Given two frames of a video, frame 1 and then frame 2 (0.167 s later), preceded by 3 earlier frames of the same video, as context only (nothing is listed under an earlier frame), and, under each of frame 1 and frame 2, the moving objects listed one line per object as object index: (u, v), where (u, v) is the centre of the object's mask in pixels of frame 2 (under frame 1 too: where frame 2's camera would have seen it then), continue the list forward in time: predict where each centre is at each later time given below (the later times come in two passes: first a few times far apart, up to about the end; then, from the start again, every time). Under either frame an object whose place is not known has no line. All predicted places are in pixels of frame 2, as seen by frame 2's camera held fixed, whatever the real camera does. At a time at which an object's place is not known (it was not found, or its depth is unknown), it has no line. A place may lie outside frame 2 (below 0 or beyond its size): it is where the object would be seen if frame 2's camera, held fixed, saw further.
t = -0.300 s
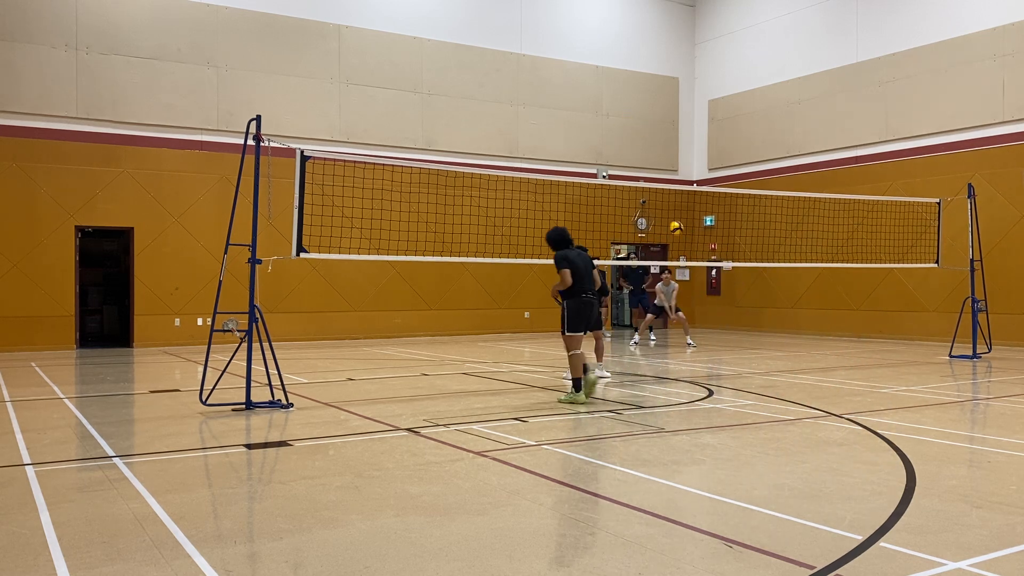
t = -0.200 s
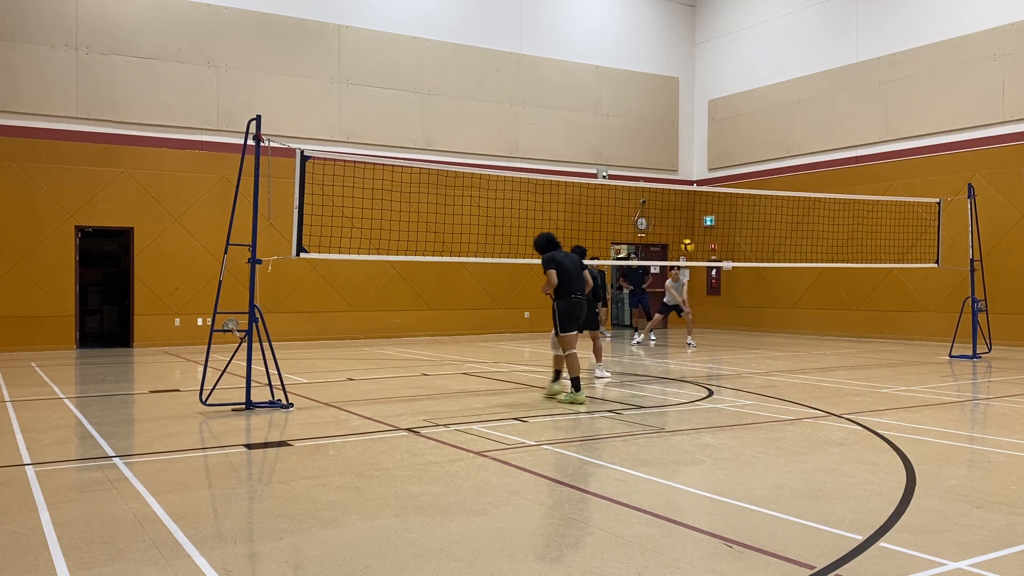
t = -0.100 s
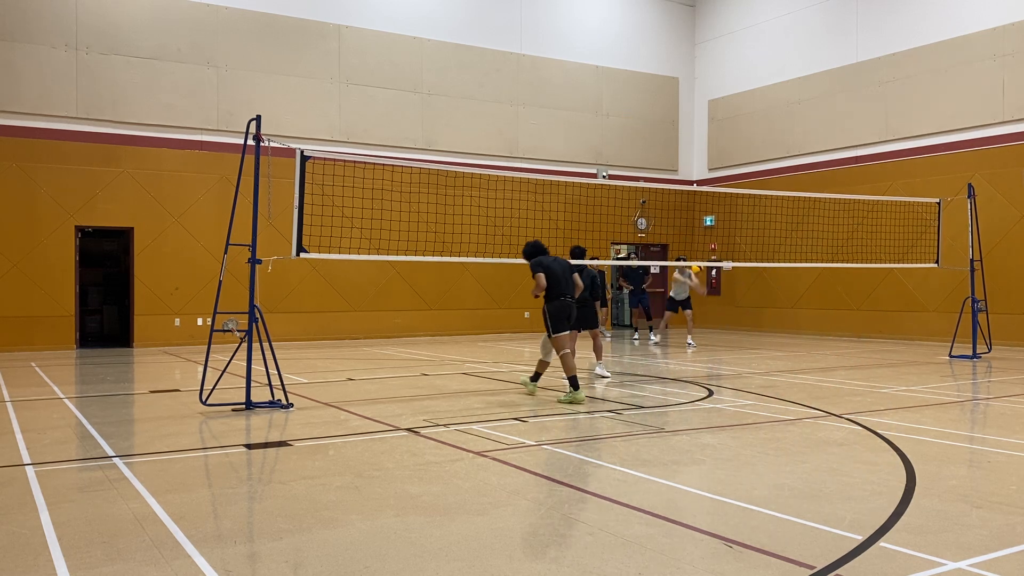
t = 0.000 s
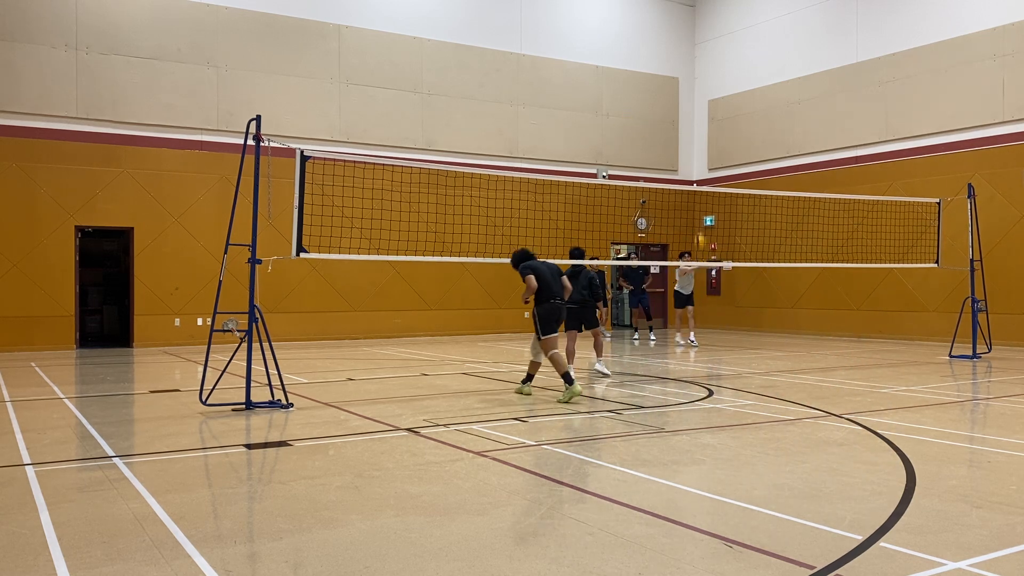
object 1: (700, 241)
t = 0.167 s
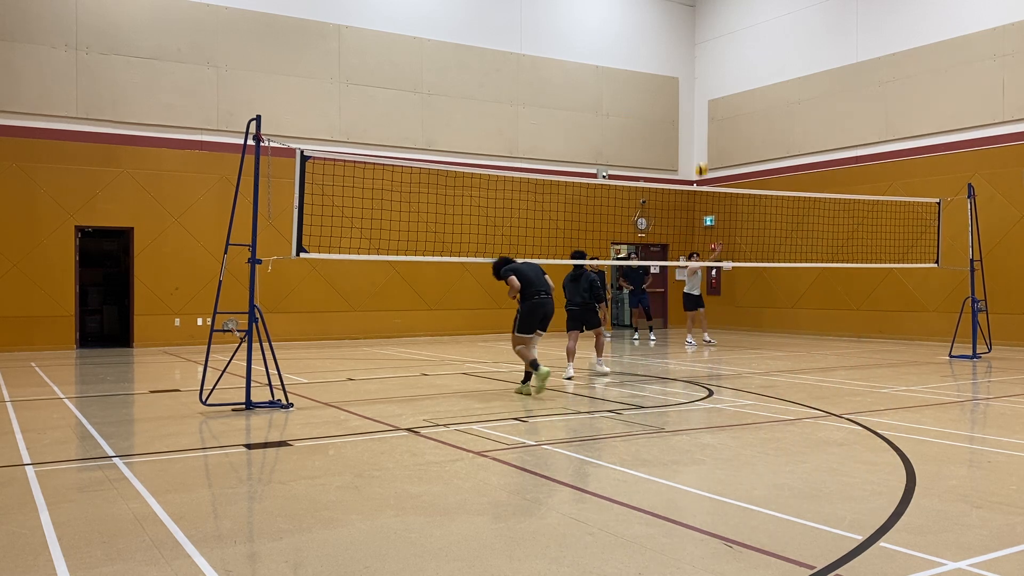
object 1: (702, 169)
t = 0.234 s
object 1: (702, 145)
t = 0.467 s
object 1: (702, 79)
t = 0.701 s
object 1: (703, 43)
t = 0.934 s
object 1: (703, 39)
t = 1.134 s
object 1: (702, 63)
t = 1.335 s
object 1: (702, 116)
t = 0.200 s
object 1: (702, 158)
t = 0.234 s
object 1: (702, 145)
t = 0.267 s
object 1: (702, 134)
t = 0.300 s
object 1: (702, 124)
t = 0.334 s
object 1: (702, 114)
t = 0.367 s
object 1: (702, 104)
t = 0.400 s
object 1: (702, 95)
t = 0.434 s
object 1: (702, 86)
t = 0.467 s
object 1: (702, 79)
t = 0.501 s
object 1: (702, 72)
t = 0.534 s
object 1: (702, 66)
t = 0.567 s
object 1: (703, 60)
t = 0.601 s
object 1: (703, 54)
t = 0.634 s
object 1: (703, 50)
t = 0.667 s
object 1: (702, 46)
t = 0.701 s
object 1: (703, 43)
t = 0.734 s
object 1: (703, 40)
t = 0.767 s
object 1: (703, 38)
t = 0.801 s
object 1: (703, 37)
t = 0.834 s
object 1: (703, 36)
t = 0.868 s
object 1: (703, 36)
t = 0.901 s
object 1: (702, 37)
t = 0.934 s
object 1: (703, 39)
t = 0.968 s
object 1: (703, 41)
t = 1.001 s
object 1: (702, 44)
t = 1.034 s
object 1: (702, 48)
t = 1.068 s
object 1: (703, 52)
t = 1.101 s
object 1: (703, 58)
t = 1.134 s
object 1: (702, 63)
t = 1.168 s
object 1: (702, 70)
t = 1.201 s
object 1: (702, 78)
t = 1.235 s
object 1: (702, 87)
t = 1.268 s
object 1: (702, 96)
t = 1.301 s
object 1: (702, 105)
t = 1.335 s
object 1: (702, 116)
